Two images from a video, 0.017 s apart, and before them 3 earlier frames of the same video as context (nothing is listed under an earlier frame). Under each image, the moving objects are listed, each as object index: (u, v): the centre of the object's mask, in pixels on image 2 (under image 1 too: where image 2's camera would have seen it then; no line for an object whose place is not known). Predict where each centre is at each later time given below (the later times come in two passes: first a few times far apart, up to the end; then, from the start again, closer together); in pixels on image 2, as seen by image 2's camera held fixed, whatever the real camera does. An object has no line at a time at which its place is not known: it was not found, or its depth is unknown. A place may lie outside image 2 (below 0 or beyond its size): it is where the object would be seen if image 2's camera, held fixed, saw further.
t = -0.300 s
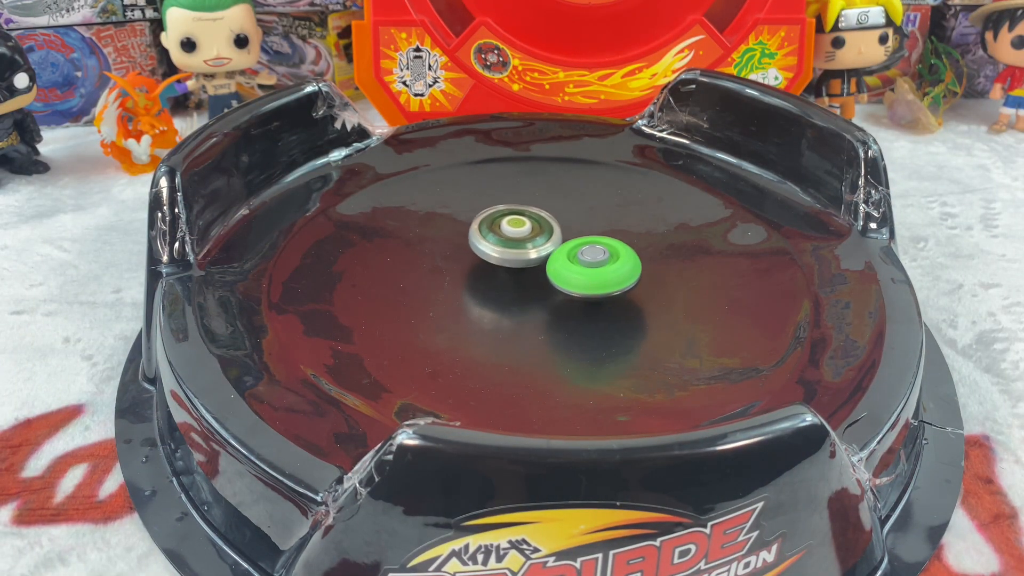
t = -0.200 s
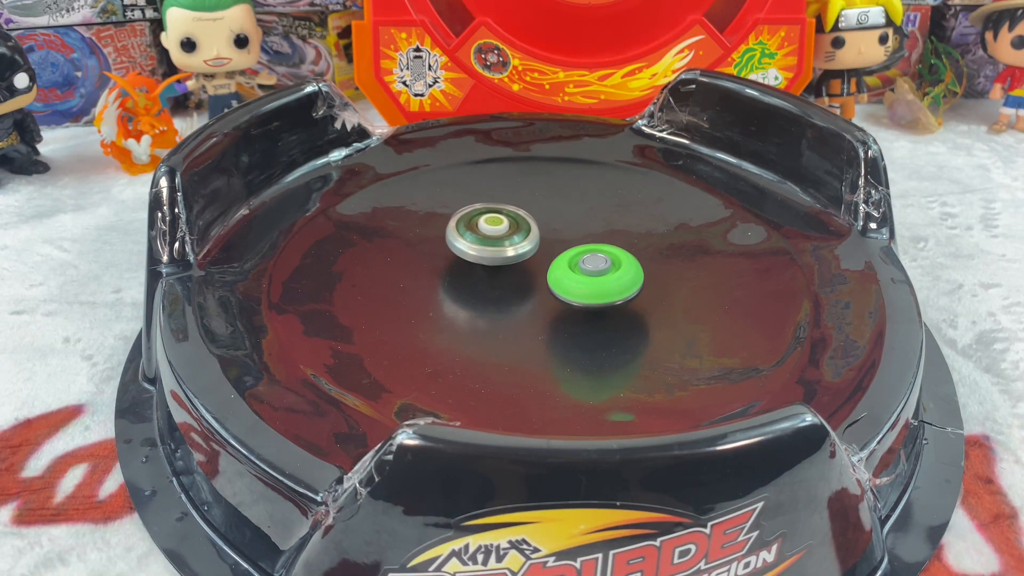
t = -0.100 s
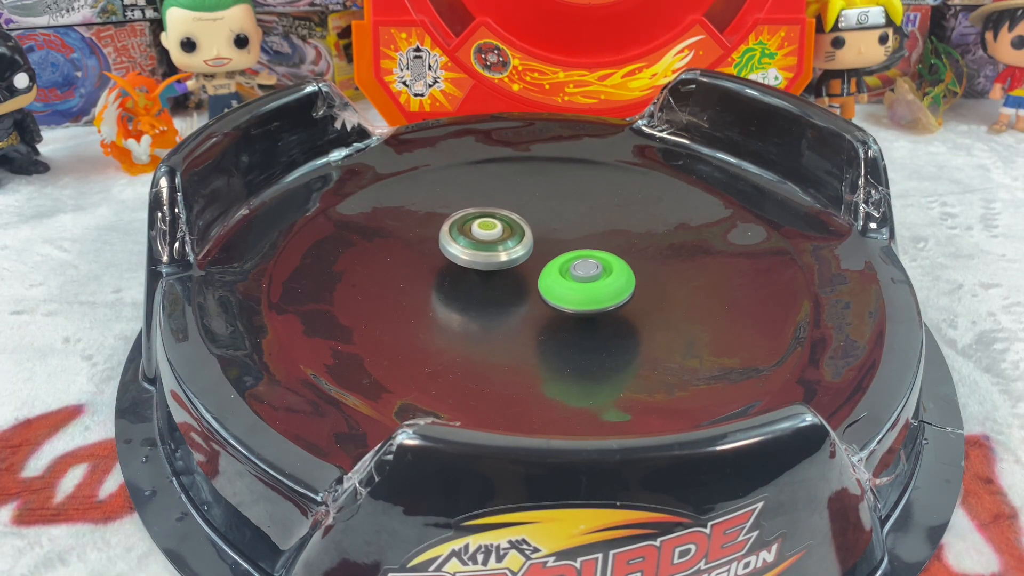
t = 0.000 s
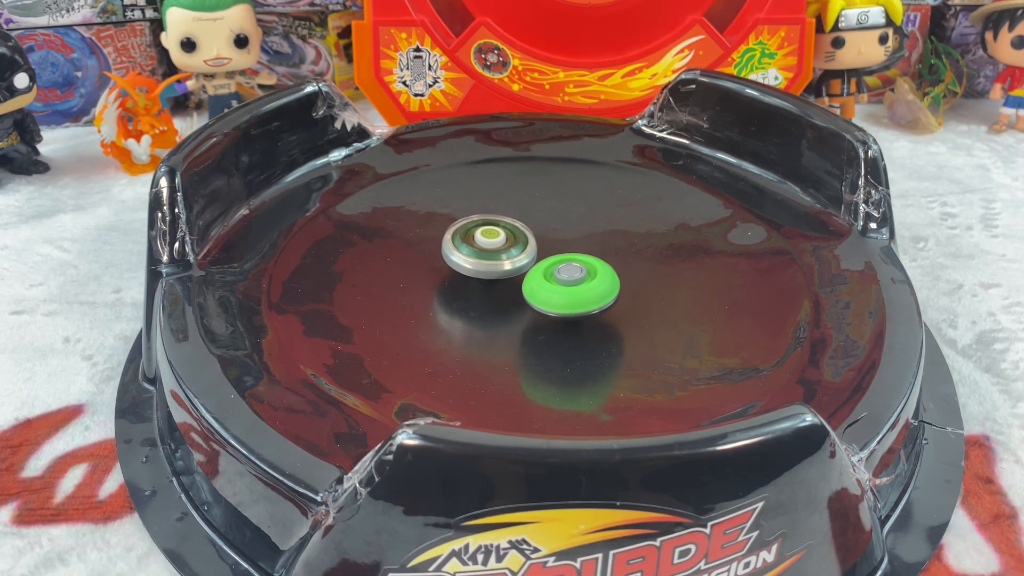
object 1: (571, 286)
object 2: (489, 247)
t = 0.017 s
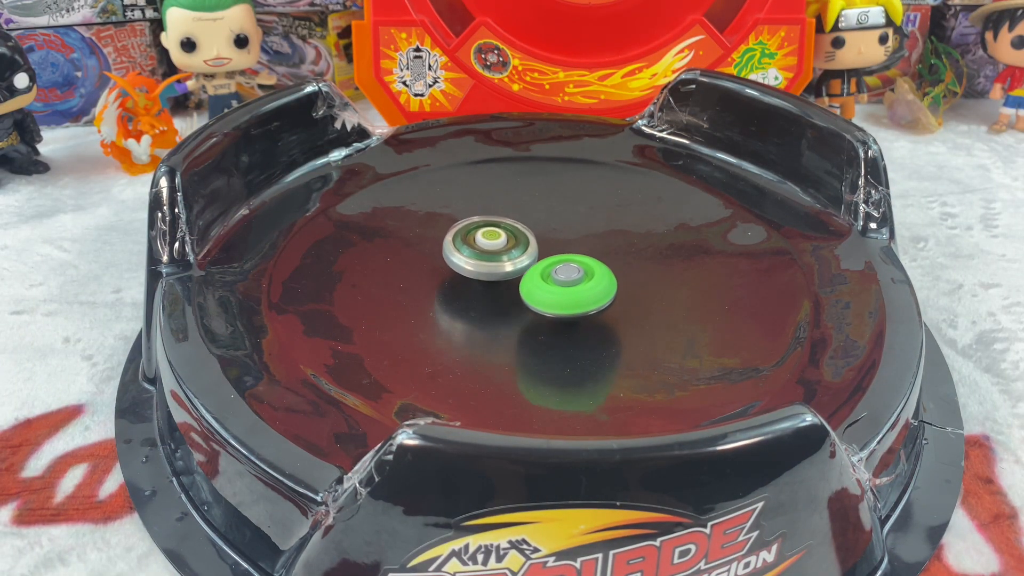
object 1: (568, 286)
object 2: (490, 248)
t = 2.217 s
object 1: (534, 342)
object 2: (572, 223)
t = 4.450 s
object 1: (481, 288)
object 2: (621, 286)
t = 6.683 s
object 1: (539, 252)
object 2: (529, 313)
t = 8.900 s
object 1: (496, 260)
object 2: (584, 300)
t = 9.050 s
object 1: (493, 271)
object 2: (585, 307)
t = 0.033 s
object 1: (566, 287)
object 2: (491, 249)
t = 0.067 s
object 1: (575, 297)
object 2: (483, 243)
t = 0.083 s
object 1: (583, 304)
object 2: (477, 239)
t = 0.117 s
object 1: (594, 315)
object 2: (468, 232)
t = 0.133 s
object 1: (600, 319)
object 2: (465, 229)
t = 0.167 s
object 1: (610, 324)
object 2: (460, 224)
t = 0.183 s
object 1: (614, 326)
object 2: (459, 223)
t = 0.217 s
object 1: (622, 328)
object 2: (458, 223)
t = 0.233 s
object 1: (626, 328)
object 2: (458, 223)
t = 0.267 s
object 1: (632, 327)
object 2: (459, 225)
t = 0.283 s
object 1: (635, 326)
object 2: (460, 227)
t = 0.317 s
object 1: (639, 323)
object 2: (464, 231)
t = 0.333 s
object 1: (640, 321)
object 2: (465, 233)
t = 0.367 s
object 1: (640, 318)
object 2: (470, 238)
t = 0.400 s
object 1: (638, 313)
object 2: (476, 243)
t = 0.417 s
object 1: (636, 311)
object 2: (479, 246)
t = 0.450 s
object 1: (631, 307)
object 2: (485, 251)
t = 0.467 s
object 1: (628, 304)
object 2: (489, 254)
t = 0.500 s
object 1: (620, 300)
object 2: (496, 259)
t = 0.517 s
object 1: (615, 298)
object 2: (499, 261)
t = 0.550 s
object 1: (606, 295)
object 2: (506, 265)
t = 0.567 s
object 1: (600, 294)
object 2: (509, 267)
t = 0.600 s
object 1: (631, 306)
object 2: (484, 249)
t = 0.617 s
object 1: (655, 318)
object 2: (465, 236)
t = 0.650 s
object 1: (705, 338)
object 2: (433, 210)
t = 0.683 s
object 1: (748, 353)
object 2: (406, 186)
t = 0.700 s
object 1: (767, 358)
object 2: (395, 175)
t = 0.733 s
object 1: (802, 367)
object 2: (375, 156)
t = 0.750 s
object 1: (815, 370)
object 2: (367, 151)
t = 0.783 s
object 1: (835, 374)
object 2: (362, 149)
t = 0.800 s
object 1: (841, 375)
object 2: (362, 155)
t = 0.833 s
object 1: (845, 372)
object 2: (364, 170)
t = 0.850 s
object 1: (843, 370)
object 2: (367, 176)
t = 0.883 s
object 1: (836, 363)
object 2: (373, 195)
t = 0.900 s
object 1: (831, 358)
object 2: (379, 205)
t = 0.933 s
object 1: (819, 349)
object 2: (392, 222)
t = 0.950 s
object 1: (812, 344)
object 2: (400, 232)
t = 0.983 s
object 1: (795, 334)
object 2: (420, 250)
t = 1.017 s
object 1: (776, 326)
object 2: (443, 268)
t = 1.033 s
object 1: (764, 320)
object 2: (455, 276)
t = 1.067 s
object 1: (740, 310)
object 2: (483, 292)
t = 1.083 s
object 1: (728, 306)
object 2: (496, 299)
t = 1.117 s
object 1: (701, 296)
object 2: (526, 311)
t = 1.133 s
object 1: (687, 292)
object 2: (540, 317)
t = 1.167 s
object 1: (660, 283)
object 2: (568, 325)
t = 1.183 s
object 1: (649, 276)
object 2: (577, 329)
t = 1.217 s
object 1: (636, 261)
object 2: (584, 341)
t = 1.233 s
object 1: (627, 254)
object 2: (586, 345)
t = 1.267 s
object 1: (609, 243)
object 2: (592, 352)
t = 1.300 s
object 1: (588, 233)
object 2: (598, 355)
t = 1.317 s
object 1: (577, 230)
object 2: (601, 356)
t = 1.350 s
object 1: (553, 224)
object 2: (608, 355)
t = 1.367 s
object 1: (540, 223)
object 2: (611, 353)
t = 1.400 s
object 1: (515, 221)
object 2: (618, 348)
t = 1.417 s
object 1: (502, 220)
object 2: (621, 344)
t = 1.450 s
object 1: (477, 221)
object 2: (624, 336)
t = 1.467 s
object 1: (465, 222)
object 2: (625, 332)
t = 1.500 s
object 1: (441, 223)
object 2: (625, 323)
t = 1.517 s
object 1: (430, 224)
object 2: (624, 319)
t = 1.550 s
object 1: (409, 228)
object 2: (620, 310)
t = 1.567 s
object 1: (400, 230)
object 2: (617, 306)
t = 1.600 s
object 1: (384, 235)
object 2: (611, 298)
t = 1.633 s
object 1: (371, 241)
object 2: (604, 290)
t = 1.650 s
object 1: (366, 244)
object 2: (600, 287)
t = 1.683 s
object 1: (357, 251)
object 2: (592, 281)
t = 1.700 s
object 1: (355, 255)
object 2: (588, 279)
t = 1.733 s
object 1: (352, 263)
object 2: (581, 274)
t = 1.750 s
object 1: (351, 267)
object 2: (577, 272)
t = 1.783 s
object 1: (353, 276)
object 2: (571, 269)
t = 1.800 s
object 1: (355, 281)
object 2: (568, 267)
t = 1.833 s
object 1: (362, 289)
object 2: (564, 265)
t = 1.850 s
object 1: (367, 293)
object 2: (562, 265)
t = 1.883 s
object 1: (379, 301)
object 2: (559, 264)
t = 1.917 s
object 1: (395, 308)
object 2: (557, 263)
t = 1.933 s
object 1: (403, 311)
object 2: (556, 263)
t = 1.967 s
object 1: (423, 317)
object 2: (554, 262)
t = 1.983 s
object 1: (433, 319)
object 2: (553, 262)
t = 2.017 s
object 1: (455, 323)
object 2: (553, 262)
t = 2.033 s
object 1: (466, 324)
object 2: (552, 262)
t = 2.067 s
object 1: (487, 323)
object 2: (552, 263)
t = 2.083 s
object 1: (497, 322)
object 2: (551, 263)
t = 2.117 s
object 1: (516, 318)
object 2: (552, 262)
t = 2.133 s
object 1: (524, 315)
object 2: (552, 261)
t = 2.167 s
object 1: (528, 327)
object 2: (559, 248)
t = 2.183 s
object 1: (529, 333)
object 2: (564, 239)
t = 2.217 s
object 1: (534, 342)
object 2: (572, 223)
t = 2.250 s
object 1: (543, 347)
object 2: (577, 210)
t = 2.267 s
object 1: (548, 348)
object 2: (579, 204)
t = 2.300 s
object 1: (560, 347)
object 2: (581, 196)
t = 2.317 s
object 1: (566, 346)
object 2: (582, 194)
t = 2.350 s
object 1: (580, 340)
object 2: (581, 191)
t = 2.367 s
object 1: (587, 336)
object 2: (580, 191)
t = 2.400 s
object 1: (599, 326)
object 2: (576, 194)
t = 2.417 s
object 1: (605, 321)
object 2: (574, 195)
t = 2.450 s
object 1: (613, 310)
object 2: (569, 201)
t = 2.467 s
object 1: (616, 305)
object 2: (567, 204)
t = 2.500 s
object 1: (620, 294)
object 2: (561, 211)
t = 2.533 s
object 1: (621, 283)
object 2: (555, 220)
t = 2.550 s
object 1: (621, 277)
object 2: (552, 224)
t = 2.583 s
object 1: (619, 267)
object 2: (544, 233)
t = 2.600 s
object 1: (629, 268)
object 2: (533, 231)
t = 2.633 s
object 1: (655, 273)
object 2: (506, 223)
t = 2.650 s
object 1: (664, 276)
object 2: (494, 220)
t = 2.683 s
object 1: (680, 278)
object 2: (472, 214)
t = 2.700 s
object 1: (686, 279)
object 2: (463, 212)
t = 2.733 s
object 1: (693, 279)
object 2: (447, 210)
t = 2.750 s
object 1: (695, 279)
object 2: (441, 210)
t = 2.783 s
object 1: (695, 277)
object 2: (432, 212)
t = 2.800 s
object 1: (693, 275)
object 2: (429, 213)
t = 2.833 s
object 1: (687, 271)
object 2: (426, 217)
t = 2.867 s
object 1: (679, 266)
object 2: (426, 223)
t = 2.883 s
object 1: (675, 264)
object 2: (427, 226)
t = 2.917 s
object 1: (664, 258)
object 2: (430, 232)
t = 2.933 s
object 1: (659, 256)
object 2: (433, 236)
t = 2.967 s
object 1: (647, 251)
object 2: (440, 243)
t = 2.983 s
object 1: (641, 248)
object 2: (444, 246)
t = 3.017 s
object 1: (630, 244)
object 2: (454, 254)
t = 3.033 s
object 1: (624, 242)
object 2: (459, 257)
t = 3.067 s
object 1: (613, 240)
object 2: (471, 264)
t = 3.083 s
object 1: (608, 239)
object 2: (477, 267)
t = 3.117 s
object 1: (597, 238)
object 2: (489, 273)
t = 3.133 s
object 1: (591, 238)
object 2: (495, 276)
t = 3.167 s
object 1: (581, 238)
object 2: (508, 281)
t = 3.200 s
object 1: (574, 237)
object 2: (515, 287)
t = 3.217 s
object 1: (572, 236)
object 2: (516, 291)
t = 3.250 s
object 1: (567, 235)
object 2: (520, 298)
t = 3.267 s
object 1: (563, 236)
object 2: (522, 301)
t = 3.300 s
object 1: (556, 238)
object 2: (527, 305)
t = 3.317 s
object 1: (552, 239)
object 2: (529, 307)
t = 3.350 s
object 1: (546, 242)
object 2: (535, 309)
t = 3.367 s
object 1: (542, 244)
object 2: (538, 310)
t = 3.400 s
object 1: (537, 247)
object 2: (544, 311)
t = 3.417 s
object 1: (534, 249)
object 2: (547, 311)
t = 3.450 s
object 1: (529, 251)
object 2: (553, 312)
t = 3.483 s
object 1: (525, 254)
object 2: (559, 314)
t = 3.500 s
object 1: (523, 255)
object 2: (562, 315)
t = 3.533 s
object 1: (518, 258)
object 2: (567, 315)
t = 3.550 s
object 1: (516, 260)
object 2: (569, 315)
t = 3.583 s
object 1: (511, 263)
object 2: (572, 315)
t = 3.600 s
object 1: (506, 261)
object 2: (577, 318)
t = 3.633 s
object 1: (495, 255)
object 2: (588, 326)
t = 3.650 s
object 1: (491, 253)
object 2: (592, 328)
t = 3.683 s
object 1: (484, 250)
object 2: (598, 331)
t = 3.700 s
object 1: (481, 250)
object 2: (601, 332)
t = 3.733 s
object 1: (478, 251)
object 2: (604, 332)
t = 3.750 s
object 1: (476, 252)
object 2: (605, 332)
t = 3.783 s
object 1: (473, 255)
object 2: (606, 329)
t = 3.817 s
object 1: (471, 259)
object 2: (606, 326)
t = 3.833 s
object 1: (470, 262)
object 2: (605, 325)
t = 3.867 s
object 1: (469, 266)
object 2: (603, 321)
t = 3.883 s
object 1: (469, 268)
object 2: (602, 319)
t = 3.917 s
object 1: (470, 272)
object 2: (599, 314)
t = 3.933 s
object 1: (471, 274)
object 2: (597, 312)
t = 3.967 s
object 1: (474, 279)
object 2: (593, 307)
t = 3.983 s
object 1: (476, 281)
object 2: (590, 305)
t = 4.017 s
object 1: (481, 285)
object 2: (586, 301)
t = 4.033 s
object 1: (483, 287)
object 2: (584, 299)
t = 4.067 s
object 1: (478, 286)
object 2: (591, 297)
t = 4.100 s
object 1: (477, 287)
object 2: (595, 295)
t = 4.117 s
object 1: (478, 288)
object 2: (596, 295)
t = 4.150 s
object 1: (483, 289)
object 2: (597, 294)
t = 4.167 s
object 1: (486, 290)
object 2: (597, 294)
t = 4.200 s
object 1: (492, 291)
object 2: (596, 293)
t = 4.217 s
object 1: (492, 291)
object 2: (598, 293)
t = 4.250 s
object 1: (487, 291)
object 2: (605, 291)
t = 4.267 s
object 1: (487, 291)
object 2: (608, 291)
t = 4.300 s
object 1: (487, 291)
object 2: (610, 290)
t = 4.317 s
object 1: (488, 291)
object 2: (611, 290)
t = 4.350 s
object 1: (491, 291)
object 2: (609, 289)
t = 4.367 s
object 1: (493, 291)
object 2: (608, 289)
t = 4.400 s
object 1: (498, 291)
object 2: (605, 288)
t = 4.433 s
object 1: (495, 290)
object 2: (607, 287)
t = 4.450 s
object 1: (481, 288)
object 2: (621, 286)
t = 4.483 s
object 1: (456, 284)
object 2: (644, 283)
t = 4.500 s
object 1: (446, 283)
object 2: (653, 281)
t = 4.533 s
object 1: (431, 279)
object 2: (667, 279)
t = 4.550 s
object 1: (426, 278)
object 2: (671, 278)
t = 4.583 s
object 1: (421, 276)
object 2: (674, 276)
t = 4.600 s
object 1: (420, 276)
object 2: (673, 275)
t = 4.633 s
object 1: (422, 278)
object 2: (670, 275)
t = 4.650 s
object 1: (424, 279)
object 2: (666, 274)
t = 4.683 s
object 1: (430, 282)
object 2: (658, 274)
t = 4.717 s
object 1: (437, 286)
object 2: (648, 274)
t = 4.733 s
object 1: (441, 287)
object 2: (641, 274)
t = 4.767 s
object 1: (450, 289)
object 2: (629, 274)
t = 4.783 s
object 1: (455, 291)
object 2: (622, 274)
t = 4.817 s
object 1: (465, 293)
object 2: (608, 274)
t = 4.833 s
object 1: (470, 294)
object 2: (601, 274)
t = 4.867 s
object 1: (481, 294)
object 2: (588, 274)
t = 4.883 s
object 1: (486, 295)
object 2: (582, 274)
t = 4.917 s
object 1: (461, 296)
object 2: (599, 267)
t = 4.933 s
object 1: (442, 298)
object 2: (613, 263)
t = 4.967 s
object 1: (411, 297)
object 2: (637, 254)
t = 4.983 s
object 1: (400, 298)
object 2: (648, 249)
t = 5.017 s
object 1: (381, 298)
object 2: (664, 241)
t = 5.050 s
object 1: (373, 299)
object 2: (674, 235)
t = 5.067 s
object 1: (372, 300)
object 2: (677, 233)
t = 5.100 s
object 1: (377, 302)
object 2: (678, 230)
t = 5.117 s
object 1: (382, 303)
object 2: (677, 229)
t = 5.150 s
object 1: (396, 308)
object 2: (672, 229)
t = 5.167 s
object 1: (404, 311)
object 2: (668, 230)
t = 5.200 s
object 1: (423, 315)
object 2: (658, 231)
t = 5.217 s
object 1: (433, 317)
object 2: (652, 233)
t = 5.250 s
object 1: (454, 320)
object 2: (638, 236)
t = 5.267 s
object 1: (464, 321)
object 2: (631, 238)
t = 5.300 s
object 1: (484, 321)
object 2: (616, 242)
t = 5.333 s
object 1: (502, 320)
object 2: (600, 246)
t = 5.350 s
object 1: (511, 318)
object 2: (592, 248)
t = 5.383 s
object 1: (526, 315)
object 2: (575, 252)
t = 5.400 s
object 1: (533, 313)
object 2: (568, 253)
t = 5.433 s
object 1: (544, 311)
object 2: (555, 253)
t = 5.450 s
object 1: (547, 310)
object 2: (549, 252)
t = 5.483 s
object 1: (555, 308)
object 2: (538, 252)
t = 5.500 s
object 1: (558, 308)
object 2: (533, 251)
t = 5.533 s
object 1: (566, 307)
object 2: (526, 249)
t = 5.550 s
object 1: (570, 305)
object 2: (522, 249)
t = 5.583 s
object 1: (576, 301)
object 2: (517, 248)
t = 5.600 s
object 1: (579, 298)
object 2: (515, 248)
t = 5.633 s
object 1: (585, 293)
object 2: (512, 249)
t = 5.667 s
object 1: (591, 286)
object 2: (510, 251)
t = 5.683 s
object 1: (595, 283)
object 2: (509, 252)
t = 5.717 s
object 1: (601, 277)
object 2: (507, 254)
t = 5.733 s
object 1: (603, 273)
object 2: (507, 256)
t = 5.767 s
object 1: (606, 267)
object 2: (506, 258)
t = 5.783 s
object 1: (607, 264)
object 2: (506, 260)
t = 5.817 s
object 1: (607, 259)
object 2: (506, 263)
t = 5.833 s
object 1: (607, 256)
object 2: (506, 264)
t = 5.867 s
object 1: (606, 251)
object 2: (505, 266)
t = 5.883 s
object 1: (605, 249)
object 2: (505, 268)
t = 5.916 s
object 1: (602, 244)
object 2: (506, 270)
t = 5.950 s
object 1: (599, 241)
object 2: (506, 273)
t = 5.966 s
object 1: (597, 239)
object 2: (506, 274)
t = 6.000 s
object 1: (592, 237)
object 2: (506, 276)
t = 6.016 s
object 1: (590, 236)
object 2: (506, 277)
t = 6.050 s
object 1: (585, 234)
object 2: (506, 279)
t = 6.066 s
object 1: (582, 234)
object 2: (506, 280)
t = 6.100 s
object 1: (577, 234)
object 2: (507, 282)
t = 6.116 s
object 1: (574, 234)
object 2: (507, 283)
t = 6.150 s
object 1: (569, 234)
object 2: (508, 285)
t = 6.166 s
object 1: (567, 235)
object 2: (508, 286)
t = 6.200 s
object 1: (562, 236)
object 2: (509, 288)
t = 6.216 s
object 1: (559, 237)
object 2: (509, 289)
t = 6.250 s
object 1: (555, 239)
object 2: (509, 291)
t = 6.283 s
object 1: (555, 238)
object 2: (506, 297)
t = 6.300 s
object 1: (556, 236)
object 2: (502, 300)
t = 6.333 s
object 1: (557, 235)
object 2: (498, 307)
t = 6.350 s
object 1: (556, 234)
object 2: (496, 309)
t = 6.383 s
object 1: (555, 235)
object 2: (495, 313)
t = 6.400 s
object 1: (554, 236)
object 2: (496, 314)
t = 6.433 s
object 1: (551, 238)
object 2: (498, 316)
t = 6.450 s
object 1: (550, 239)
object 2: (500, 317)
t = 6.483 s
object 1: (547, 241)
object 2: (504, 317)
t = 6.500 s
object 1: (546, 242)
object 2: (506, 317)
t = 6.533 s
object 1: (544, 244)
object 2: (511, 316)
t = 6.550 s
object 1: (543, 246)
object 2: (513, 315)
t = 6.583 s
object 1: (540, 248)
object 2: (518, 314)
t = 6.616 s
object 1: (539, 251)
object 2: (523, 313)
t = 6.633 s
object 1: (539, 252)
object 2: (525, 312)
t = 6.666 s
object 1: (539, 252)
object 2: (528, 312)
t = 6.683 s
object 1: (539, 252)
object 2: (529, 313)
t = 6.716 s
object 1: (540, 253)
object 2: (531, 313)
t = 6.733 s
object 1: (540, 253)
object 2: (532, 313)
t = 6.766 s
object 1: (541, 252)
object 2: (533, 315)
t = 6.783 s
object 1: (542, 251)
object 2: (533, 317)
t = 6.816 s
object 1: (543, 249)
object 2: (534, 319)
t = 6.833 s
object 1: (543, 249)
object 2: (534, 320)
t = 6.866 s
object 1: (544, 248)
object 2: (535, 320)
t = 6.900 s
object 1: (543, 249)
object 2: (536, 319)
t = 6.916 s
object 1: (543, 249)
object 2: (537, 319)
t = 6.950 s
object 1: (542, 250)
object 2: (538, 317)
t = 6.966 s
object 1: (542, 251)
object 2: (539, 316)
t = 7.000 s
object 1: (541, 252)
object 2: (540, 314)
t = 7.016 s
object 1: (540, 253)
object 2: (540, 313)
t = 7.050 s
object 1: (539, 253)
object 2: (541, 313)
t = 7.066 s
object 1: (539, 252)
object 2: (540, 313)
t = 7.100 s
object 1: (538, 252)
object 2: (540, 313)
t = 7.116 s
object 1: (538, 252)
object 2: (539, 312)
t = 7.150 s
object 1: (538, 252)
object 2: (539, 311)
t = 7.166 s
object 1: (538, 251)
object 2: (538, 312)
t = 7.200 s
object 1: (538, 248)
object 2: (538, 314)
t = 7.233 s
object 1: (538, 248)
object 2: (537, 315)
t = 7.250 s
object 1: (538, 247)
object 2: (538, 315)
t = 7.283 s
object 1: (537, 247)
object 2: (538, 314)
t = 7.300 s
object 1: (537, 247)
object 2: (538, 314)
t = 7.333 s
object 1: (536, 248)
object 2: (539, 312)
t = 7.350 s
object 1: (536, 248)
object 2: (540, 311)
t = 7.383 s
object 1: (535, 248)
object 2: (541, 309)
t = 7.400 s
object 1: (534, 248)
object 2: (541, 308)
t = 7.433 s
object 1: (534, 246)
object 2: (541, 310)
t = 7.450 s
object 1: (533, 245)
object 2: (542, 311)
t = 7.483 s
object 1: (533, 242)
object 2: (542, 313)
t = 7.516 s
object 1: (532, 240)
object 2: (542, 313)
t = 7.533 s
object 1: (532, 240)
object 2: (542, 313)
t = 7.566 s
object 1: (532, 241)
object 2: (542, 311)
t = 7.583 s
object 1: (531, 241)
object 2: (542, 311)
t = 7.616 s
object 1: (530, 241)
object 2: (542, 309)
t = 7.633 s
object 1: (530, 242)
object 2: (542, 308)
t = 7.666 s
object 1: (529, 243)
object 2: (543, 306)
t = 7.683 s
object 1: (529, 243)
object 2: (543, 305)
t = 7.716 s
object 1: (529, 244)
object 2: (543, 304)
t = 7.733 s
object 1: (529, 244)
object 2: (544, 305)
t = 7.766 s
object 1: (529, 243)
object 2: (545, 305)
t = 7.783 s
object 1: (529, 243)
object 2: (545, 306)
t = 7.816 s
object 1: (529, 243)
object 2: (545, 306)
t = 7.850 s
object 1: (530, 244)
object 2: (545, 305)
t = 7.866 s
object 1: (530, 245)
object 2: (545, 305)
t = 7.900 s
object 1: (531, 245)
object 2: (545, 305)
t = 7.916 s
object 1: (531, 245)
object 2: (545, 305)
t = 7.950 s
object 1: (532, 245)
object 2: (546, 307)
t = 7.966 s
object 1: (532, 245)
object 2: (546, 307)
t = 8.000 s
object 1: (534, 245)
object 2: (546, 307)
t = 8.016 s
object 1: (534, 245)
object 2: (546, 307)
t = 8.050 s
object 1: (535, 246)
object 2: (545, 306)
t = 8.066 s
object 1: (536, 245)
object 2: (545, 307)
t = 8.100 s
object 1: (539, 230)
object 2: (542, 325)
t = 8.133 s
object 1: (541, 214)
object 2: (540, 339)
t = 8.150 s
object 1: (541, 208)
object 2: (539, 346)
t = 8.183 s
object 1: (541, 200)
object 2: (537, 355)
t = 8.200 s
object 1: (540, 197)
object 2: (537, 359)
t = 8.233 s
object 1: (535, 194)
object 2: (537, 364)
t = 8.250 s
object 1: (532, 193)
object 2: (538, 366)
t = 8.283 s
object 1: (526, 194)
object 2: (543, 366)
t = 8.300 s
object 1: (523, 194)
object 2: (545, 365)
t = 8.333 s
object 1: (517, 197)
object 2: (551, 363)
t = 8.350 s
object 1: (514, 198)
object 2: (554, 360)
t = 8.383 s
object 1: (508, 202)
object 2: (560, 354)
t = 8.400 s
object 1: (506, 204)
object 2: (563, 351)
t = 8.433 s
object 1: (503, 208)
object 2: (567, 343)
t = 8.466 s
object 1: (501, 213)
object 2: (571, 333)
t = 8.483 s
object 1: (500, 217)
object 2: (572, 329)
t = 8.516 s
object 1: (499, 222)
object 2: (573, 319)
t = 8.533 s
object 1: (500, 225)
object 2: (574, 314)
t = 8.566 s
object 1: (500, 231)
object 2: (573, 304)
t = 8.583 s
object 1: (501, 234)
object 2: (572, 300)
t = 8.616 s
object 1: (503, 241)
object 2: (570, 292)
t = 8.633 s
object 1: (504, 243)
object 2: (569, 289)
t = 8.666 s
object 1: (500, 242)
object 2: (574, 288)
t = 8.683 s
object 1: (499, 242)
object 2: (576, 289)
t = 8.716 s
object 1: (498, 244)
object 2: (578, 289)
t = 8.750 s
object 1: (499, 248)
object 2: (578, 289)
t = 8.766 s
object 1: (499, 249)
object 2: (577, 289)
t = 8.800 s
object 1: (497, 252)
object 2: (580, 292)
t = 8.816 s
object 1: (496, 252)
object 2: (582, 294)
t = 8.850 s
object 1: (495, 254)
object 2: (584, 297)
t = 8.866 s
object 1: (495, 256)
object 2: (584, 298)
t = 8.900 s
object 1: (496, 260)
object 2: (584, 300)
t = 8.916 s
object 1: (497, 262)
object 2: (583, 300)
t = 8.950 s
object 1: (497, 265)
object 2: (581, 301)
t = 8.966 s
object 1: (496, 266)
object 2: (584, 303)
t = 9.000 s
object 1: (493, 267)
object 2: (586, 306)
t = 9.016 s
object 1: (492, 268)
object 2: (586, 306)
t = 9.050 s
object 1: (493, 271)
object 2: (585, 307)
